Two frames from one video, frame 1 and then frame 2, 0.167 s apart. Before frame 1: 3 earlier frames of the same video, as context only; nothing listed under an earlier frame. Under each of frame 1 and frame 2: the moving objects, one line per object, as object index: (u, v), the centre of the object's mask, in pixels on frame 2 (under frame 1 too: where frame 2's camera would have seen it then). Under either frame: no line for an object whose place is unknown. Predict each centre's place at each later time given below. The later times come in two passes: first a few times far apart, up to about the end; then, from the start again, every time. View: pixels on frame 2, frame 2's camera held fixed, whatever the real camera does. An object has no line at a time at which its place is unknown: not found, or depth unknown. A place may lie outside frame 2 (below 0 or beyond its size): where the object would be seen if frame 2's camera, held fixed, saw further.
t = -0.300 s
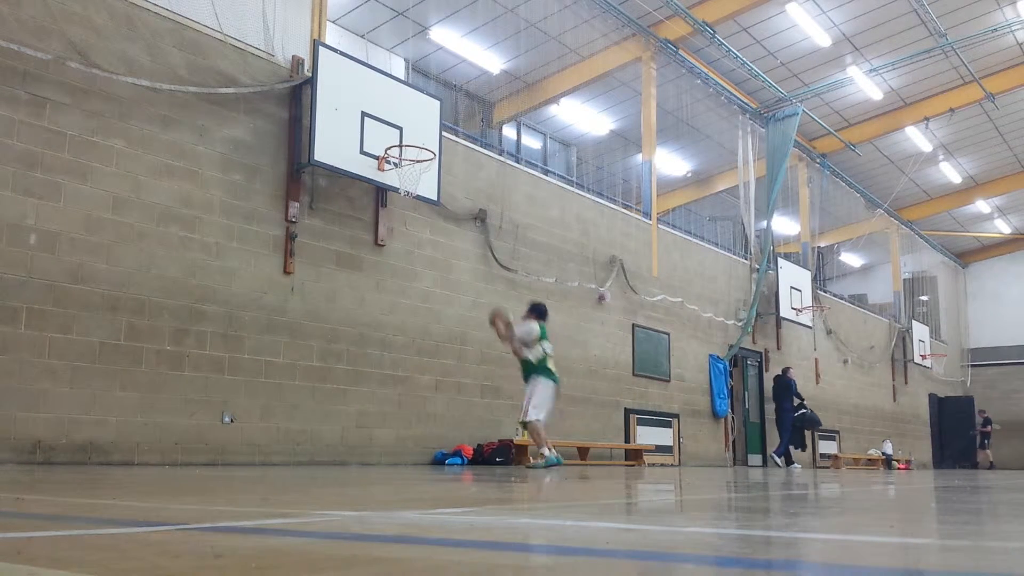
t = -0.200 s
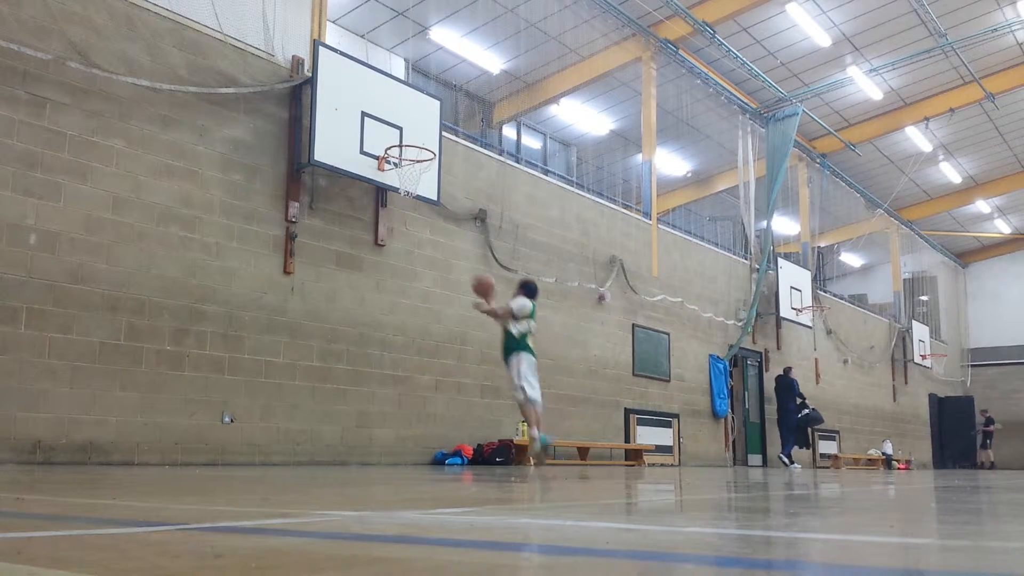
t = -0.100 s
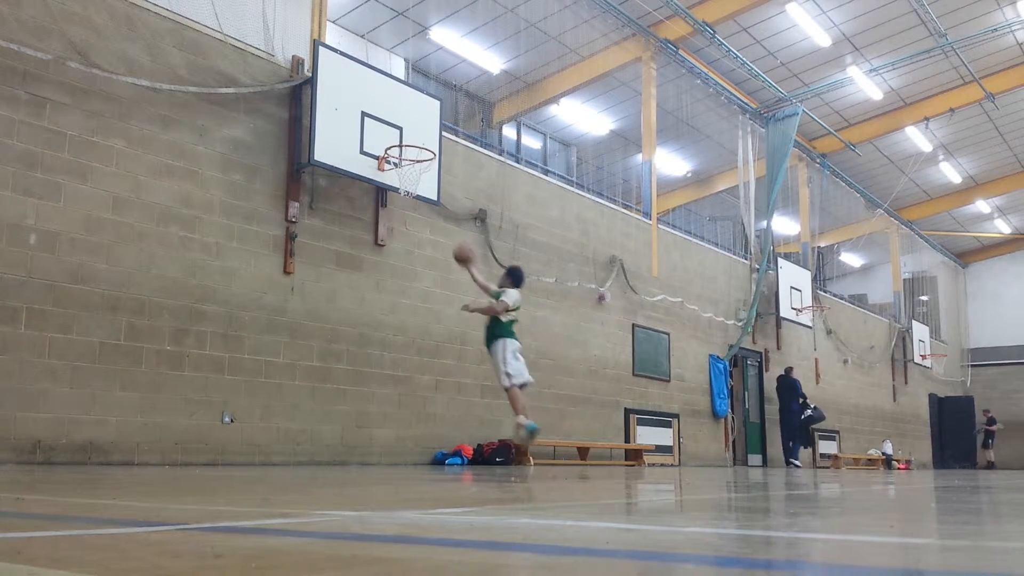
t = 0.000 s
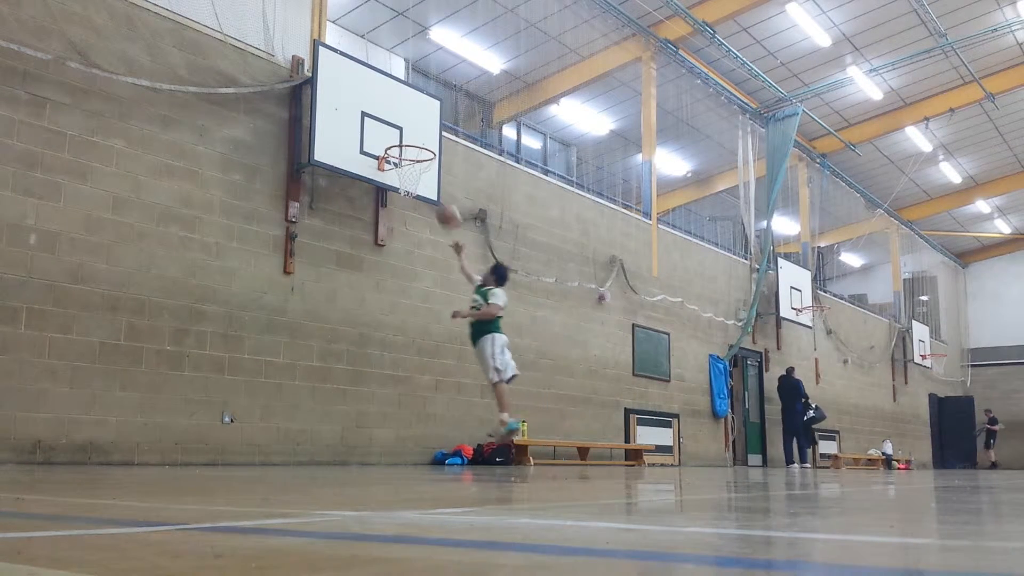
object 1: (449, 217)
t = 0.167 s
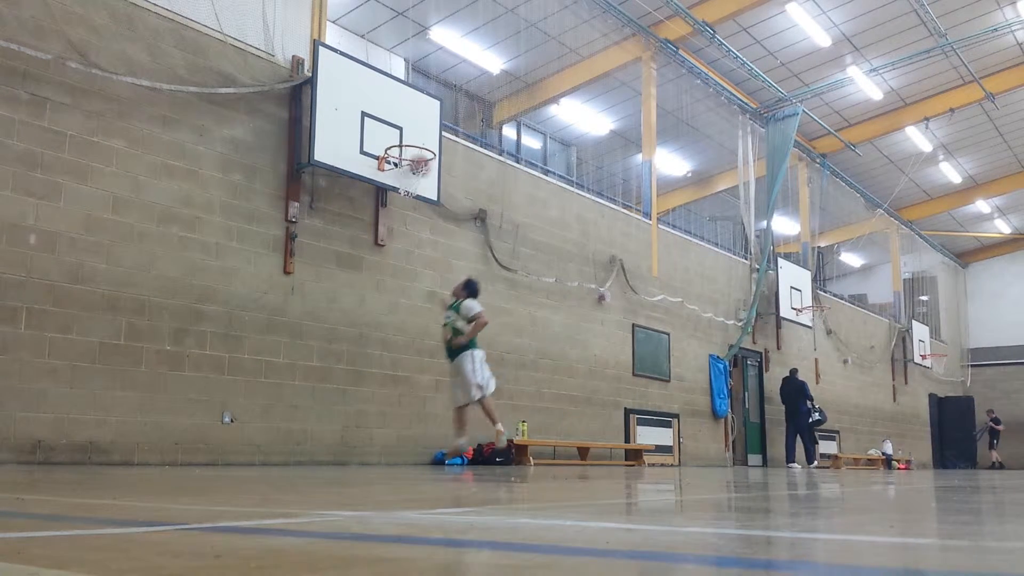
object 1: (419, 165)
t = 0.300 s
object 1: (414, 141)
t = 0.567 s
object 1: (414, 140)
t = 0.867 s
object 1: (403, 176)
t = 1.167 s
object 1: (405, 219)
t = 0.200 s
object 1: (413, 158)
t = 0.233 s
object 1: (414, 151)
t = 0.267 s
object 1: (413, 146)
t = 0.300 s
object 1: (414, 141)
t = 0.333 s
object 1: (413, 138)
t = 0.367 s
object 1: (414, 135)
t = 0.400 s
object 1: (414, 134)
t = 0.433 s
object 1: (414, 133)
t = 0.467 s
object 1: (414, 133)
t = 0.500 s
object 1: (414, 134)
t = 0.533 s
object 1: (414, 137)
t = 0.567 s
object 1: (414, 140)
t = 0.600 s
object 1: (413, 144)
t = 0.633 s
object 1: (411, 148)
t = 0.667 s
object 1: (410, 152)
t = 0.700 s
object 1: (408, 157)
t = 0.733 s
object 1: (407, 165)
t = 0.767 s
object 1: (405, 173)
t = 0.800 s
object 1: (404, 176)
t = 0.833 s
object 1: (403, 177)
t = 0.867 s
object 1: (403, 176)
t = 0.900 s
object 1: (404, 177)
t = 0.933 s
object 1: (404, 178)
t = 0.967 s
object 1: (404, 181)
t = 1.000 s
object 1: (405, 184)
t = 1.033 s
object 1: (405, 188)
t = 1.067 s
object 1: (405, 193)
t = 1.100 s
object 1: (405, 201)
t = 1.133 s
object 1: (404, 211)
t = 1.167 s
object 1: (405, 219)
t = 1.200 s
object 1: (406, 228)
